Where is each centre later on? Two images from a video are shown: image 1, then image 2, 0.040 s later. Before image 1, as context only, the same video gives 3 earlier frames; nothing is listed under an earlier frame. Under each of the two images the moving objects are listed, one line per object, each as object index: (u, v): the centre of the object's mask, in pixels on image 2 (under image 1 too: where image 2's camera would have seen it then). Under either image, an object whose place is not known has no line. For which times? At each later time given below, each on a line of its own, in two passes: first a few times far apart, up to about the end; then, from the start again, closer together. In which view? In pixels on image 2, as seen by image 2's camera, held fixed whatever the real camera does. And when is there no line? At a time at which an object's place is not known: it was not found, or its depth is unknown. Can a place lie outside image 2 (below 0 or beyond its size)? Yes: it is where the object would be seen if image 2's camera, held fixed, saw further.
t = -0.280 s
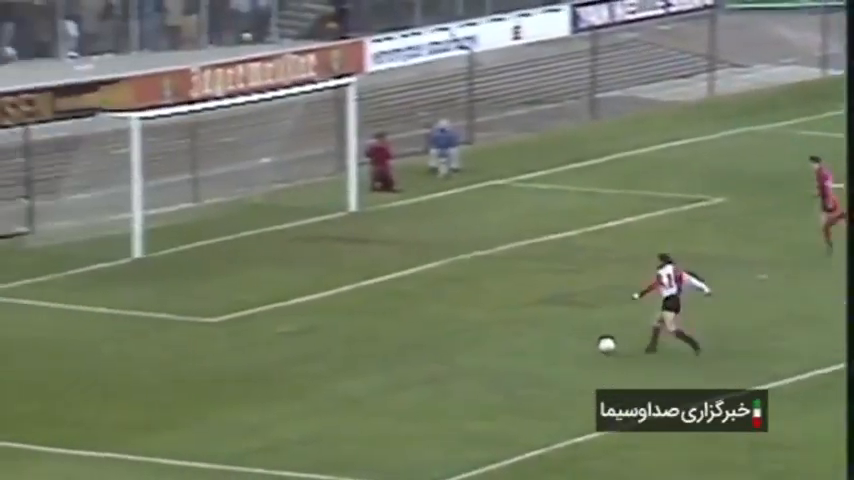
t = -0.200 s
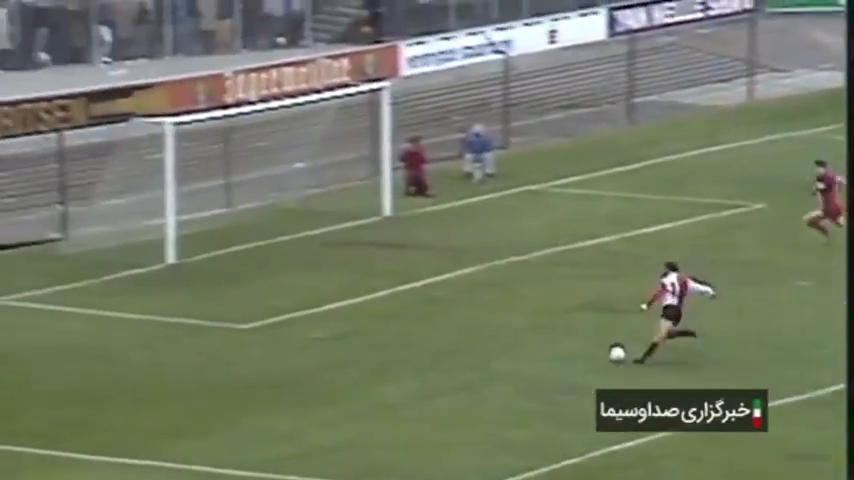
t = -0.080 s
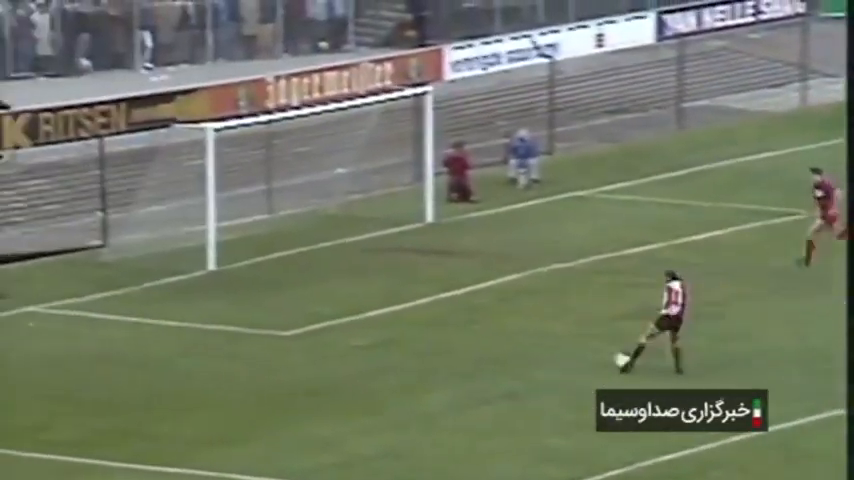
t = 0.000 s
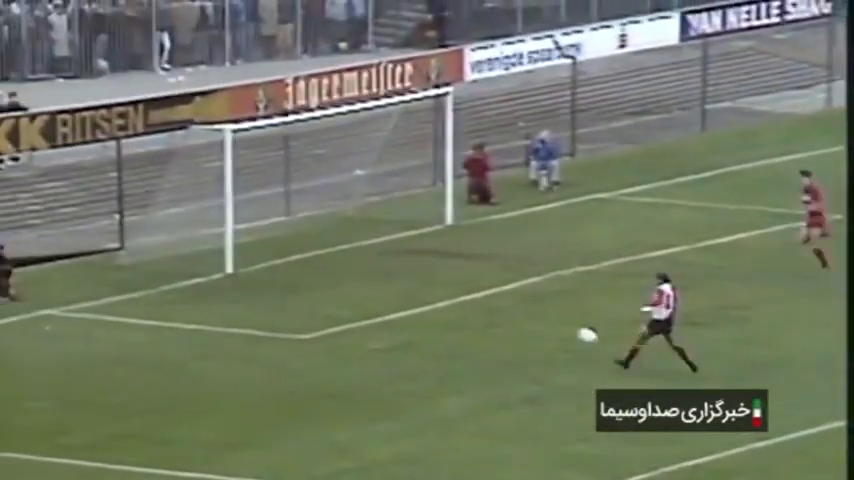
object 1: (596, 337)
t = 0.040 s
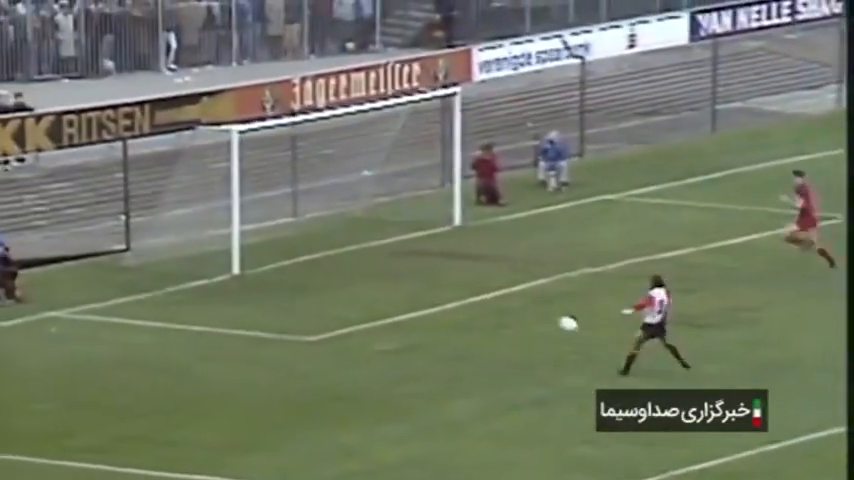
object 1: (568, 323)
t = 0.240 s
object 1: (446, 266)
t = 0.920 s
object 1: (226, 243)
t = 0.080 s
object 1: (542, 311)
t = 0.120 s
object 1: (517, 299)
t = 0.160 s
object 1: (491, 287)
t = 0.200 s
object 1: (468, 276)
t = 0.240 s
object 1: (446, 266)
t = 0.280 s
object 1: (424, 256)
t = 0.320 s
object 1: (403, 248)
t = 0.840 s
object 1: (217, 217)
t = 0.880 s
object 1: (221, 232)
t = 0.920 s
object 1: (226, 243)
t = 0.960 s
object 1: (228, 234)
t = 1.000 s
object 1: (229, 226)
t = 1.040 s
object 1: (241, 217)
